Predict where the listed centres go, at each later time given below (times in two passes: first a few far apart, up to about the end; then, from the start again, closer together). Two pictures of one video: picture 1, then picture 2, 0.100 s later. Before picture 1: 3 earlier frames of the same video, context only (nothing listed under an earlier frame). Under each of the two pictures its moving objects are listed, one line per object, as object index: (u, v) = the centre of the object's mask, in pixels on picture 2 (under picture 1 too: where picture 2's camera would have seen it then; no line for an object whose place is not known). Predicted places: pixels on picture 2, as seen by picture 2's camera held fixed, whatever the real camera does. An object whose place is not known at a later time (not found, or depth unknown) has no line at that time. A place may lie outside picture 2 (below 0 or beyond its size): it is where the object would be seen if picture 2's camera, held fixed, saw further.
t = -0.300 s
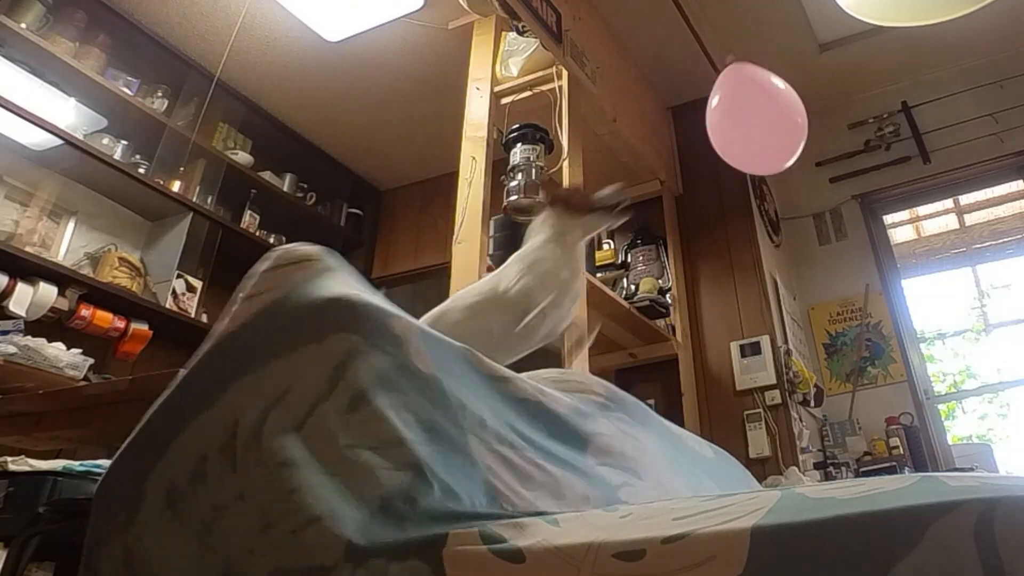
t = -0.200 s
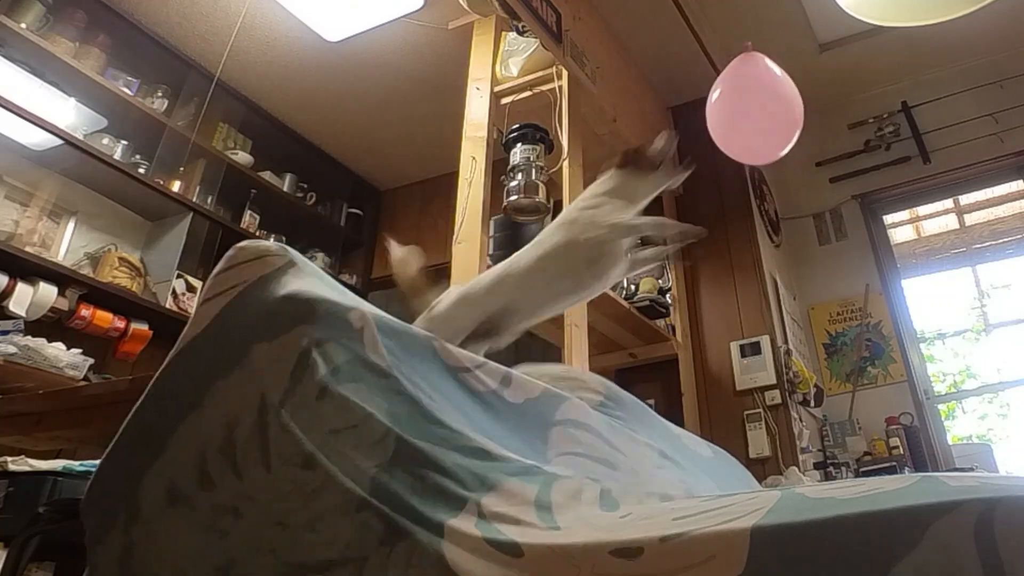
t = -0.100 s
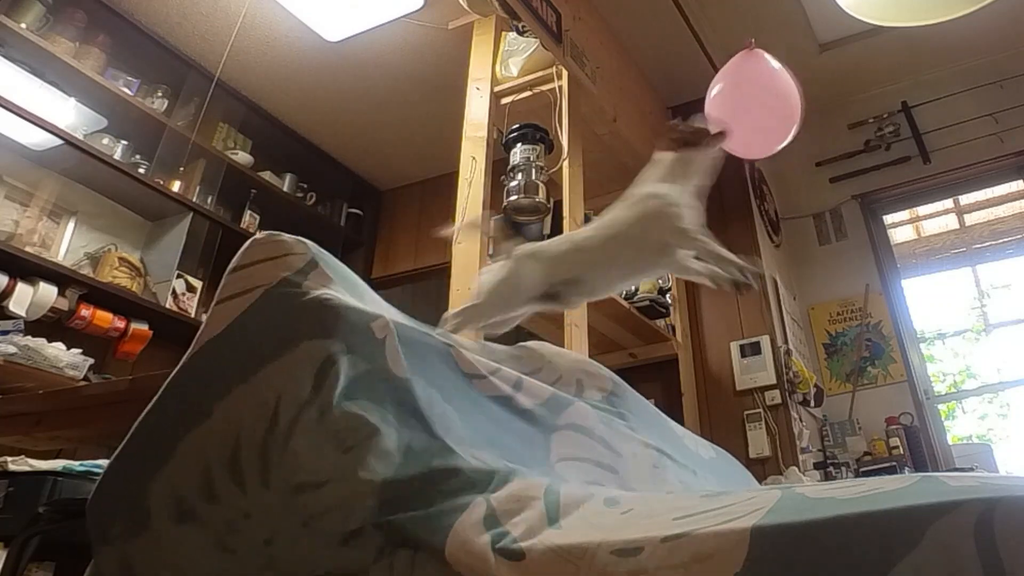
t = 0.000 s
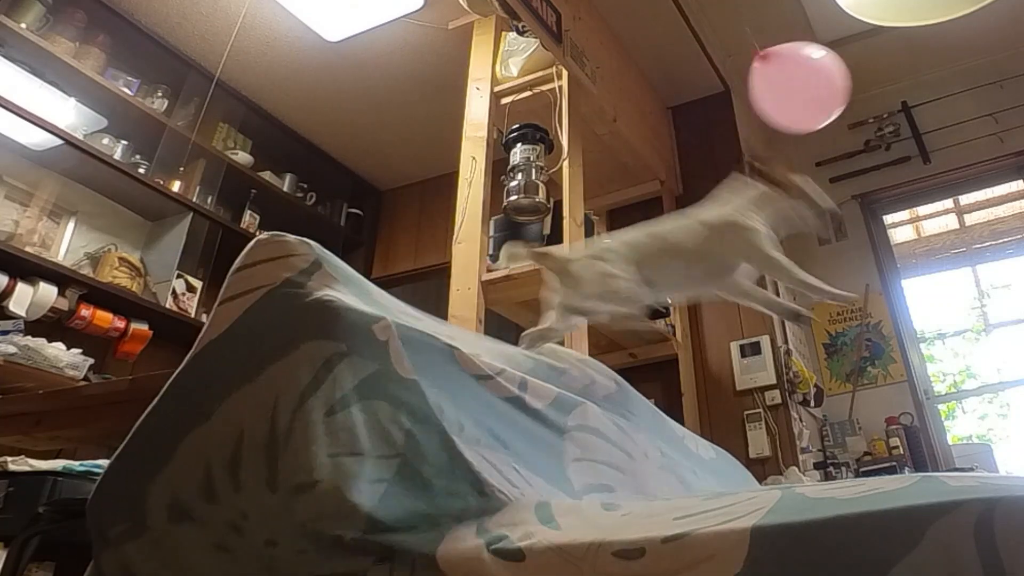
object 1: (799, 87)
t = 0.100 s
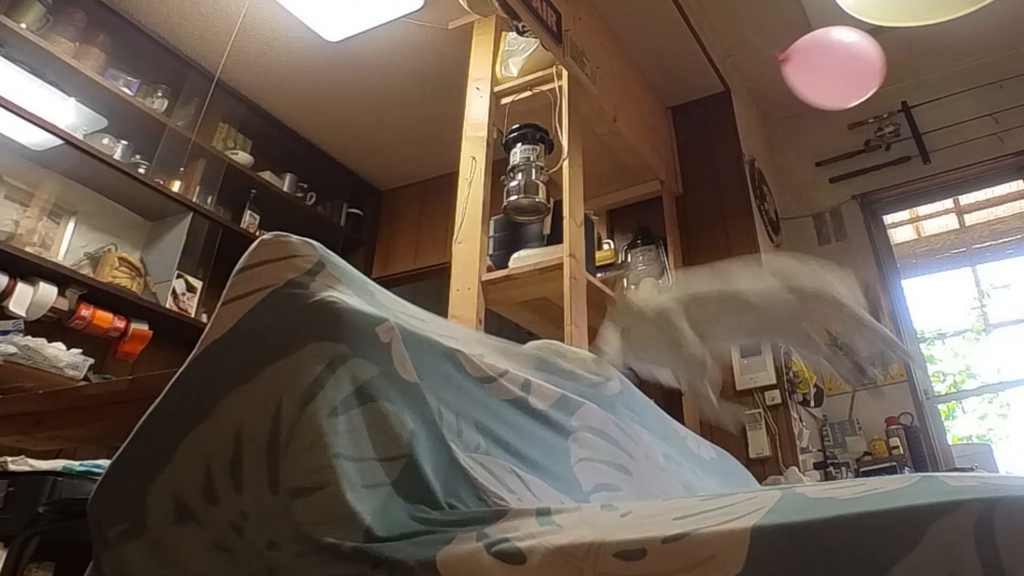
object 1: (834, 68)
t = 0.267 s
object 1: (874, 46)
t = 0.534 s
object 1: (863, 39)
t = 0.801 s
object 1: (847, 52)
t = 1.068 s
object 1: (821, 81)
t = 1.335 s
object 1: (748, 100)
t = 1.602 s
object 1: (642, 93)
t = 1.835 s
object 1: (551, 97)
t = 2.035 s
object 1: (476, 75)
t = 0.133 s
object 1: (844, 62)
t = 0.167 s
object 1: (852, 58)
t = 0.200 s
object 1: (860, 53)
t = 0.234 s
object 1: (867, 49)
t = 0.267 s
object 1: (874, 46)
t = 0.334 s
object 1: (880, 48)
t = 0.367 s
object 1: (880, 46)
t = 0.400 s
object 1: (876, 44)
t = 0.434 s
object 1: (873, 42)
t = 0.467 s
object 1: (870, 41)
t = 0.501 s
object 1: (866, 40)
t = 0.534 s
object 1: (863, 39)
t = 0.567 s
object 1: (861, 39)
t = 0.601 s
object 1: (858, 39)
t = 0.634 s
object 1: (855, 40)
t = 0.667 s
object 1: (853, 41)
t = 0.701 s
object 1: (851, 43)
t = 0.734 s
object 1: (849, 45)
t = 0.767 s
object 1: (848, 48)
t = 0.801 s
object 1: (847, 52)
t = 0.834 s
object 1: (846, 57)
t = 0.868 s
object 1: (846, 63)
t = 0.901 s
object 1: (845, 68)
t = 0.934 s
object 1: (845, 75)
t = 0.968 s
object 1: (841, 78)
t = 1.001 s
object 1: (836, 81)
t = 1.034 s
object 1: (830, 82)
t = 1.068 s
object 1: (821, 81)
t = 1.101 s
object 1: (812, 81)
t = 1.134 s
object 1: (802, 82)
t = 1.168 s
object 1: (793, 84)
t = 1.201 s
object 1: (784, 87)
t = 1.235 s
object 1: (775, 90)
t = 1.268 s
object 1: (766, 93)
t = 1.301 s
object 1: (757, 97)
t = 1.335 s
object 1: (748, 100)
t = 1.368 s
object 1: (737, 103)
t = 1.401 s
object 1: (725, 102)
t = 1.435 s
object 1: (711, 100)
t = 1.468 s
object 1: (698, 98)
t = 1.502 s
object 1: (684, 96)
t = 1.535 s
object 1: (670, 95)
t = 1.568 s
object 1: (656, 94)
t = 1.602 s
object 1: (642, 93)
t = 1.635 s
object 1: (629, 93)
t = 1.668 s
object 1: (617, 93)
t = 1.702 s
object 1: (603, 93)
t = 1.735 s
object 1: (589, 95)
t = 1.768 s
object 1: (577, 97)
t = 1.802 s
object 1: (566, 98)
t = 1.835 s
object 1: (551, 97)
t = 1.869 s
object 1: (538, 94)
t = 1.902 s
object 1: (523, 90)
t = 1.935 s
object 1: (510, 85)
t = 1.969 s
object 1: (498, 82)
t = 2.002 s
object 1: (487, 78)
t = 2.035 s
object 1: (476, 75)
